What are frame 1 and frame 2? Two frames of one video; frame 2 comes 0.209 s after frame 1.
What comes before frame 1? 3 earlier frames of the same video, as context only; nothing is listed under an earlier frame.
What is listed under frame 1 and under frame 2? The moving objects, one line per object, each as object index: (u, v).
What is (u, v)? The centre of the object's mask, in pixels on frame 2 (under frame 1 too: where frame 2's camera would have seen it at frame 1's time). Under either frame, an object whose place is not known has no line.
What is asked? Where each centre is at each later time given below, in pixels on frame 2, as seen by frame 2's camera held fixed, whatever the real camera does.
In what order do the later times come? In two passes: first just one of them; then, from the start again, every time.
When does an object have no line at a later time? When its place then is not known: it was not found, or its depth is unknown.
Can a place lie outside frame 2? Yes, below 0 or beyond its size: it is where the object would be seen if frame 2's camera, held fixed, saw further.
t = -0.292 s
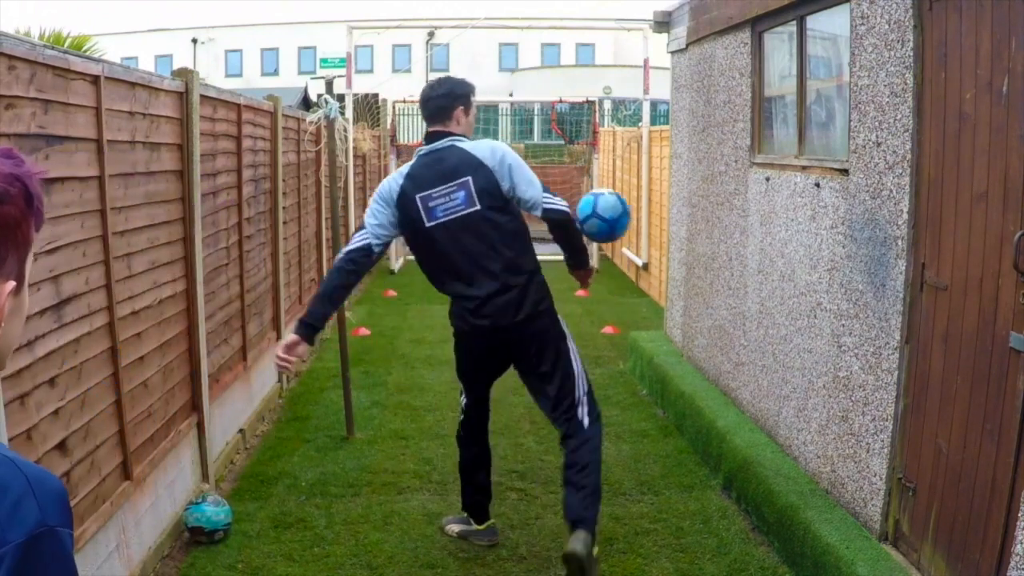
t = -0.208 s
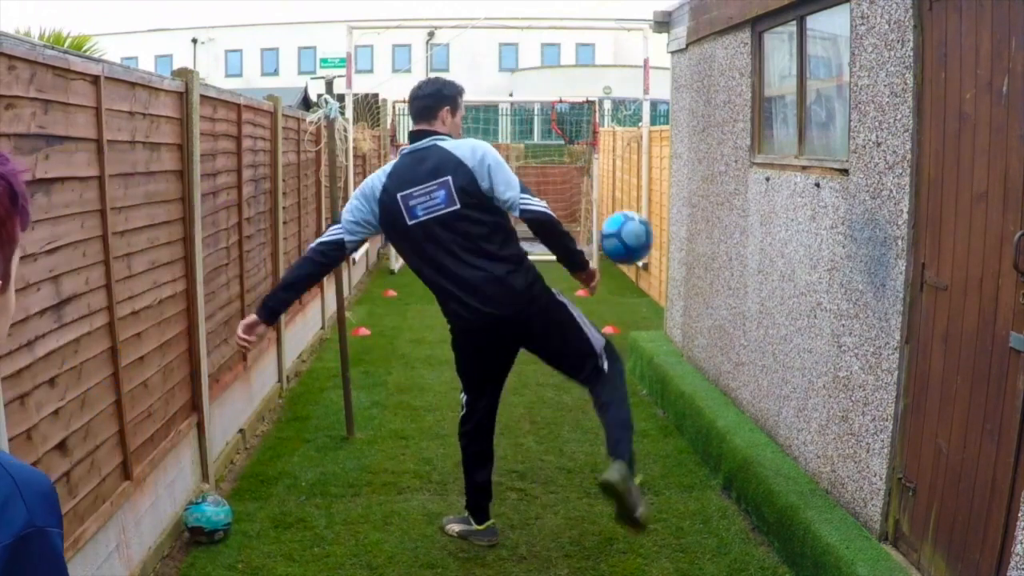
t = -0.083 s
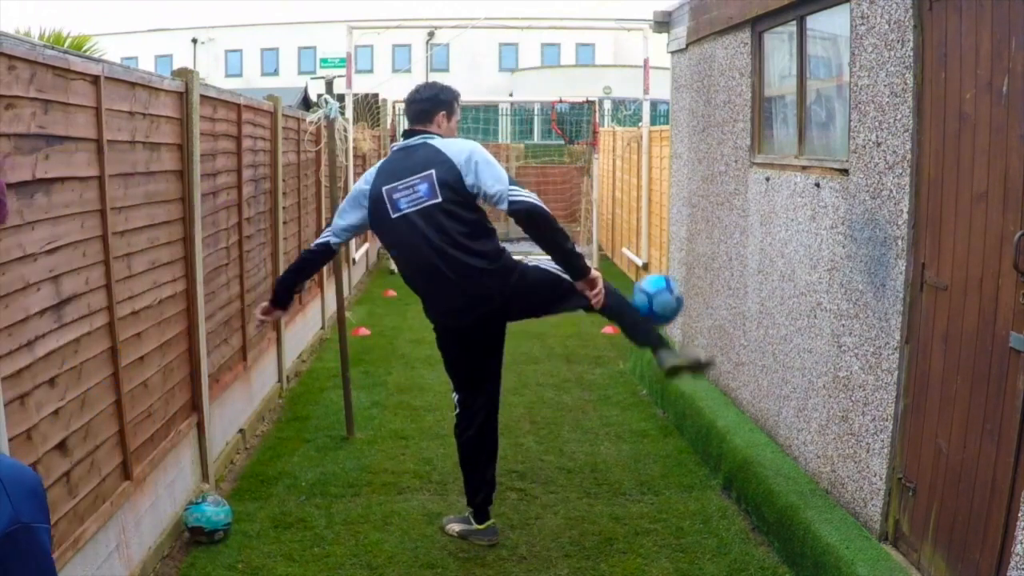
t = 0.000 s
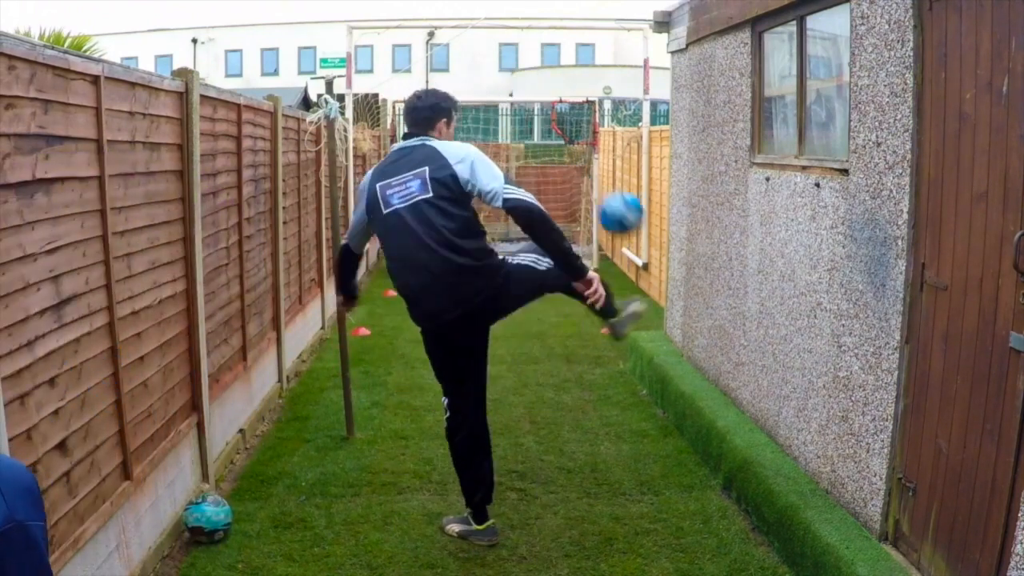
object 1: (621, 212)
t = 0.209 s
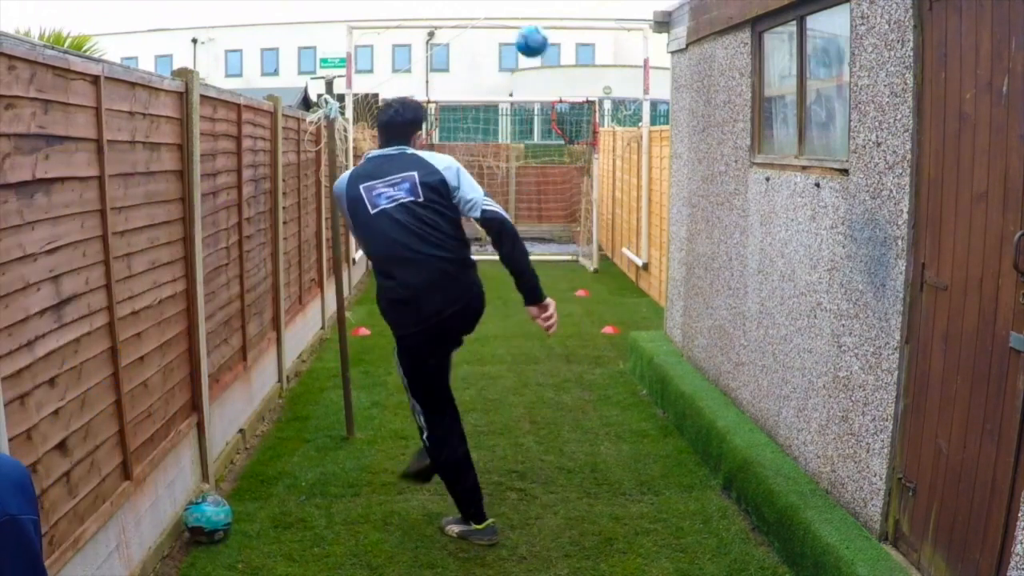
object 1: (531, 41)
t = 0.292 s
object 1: (510, 15)
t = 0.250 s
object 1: (520, 26)
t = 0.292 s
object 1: (510, 15)
